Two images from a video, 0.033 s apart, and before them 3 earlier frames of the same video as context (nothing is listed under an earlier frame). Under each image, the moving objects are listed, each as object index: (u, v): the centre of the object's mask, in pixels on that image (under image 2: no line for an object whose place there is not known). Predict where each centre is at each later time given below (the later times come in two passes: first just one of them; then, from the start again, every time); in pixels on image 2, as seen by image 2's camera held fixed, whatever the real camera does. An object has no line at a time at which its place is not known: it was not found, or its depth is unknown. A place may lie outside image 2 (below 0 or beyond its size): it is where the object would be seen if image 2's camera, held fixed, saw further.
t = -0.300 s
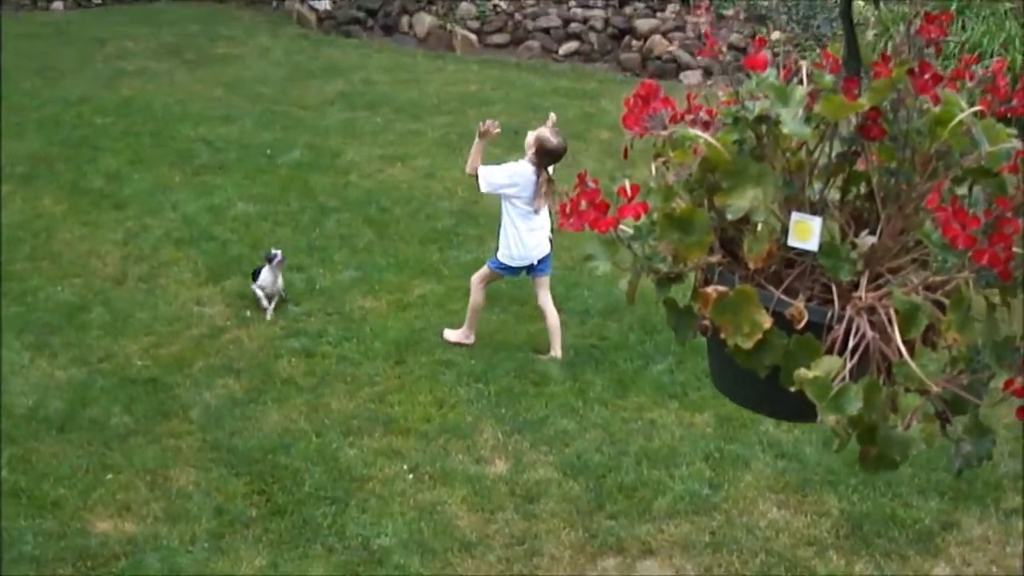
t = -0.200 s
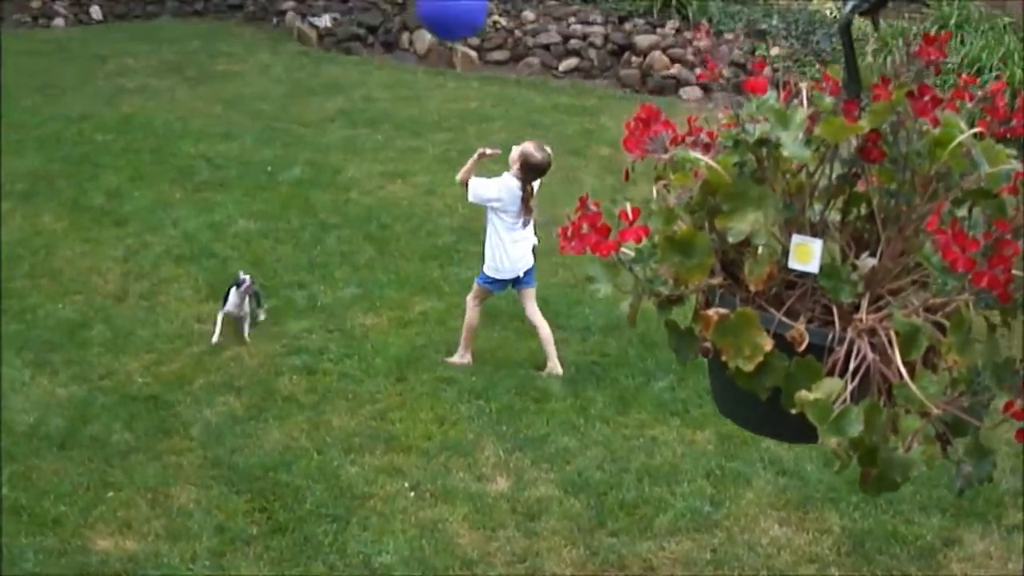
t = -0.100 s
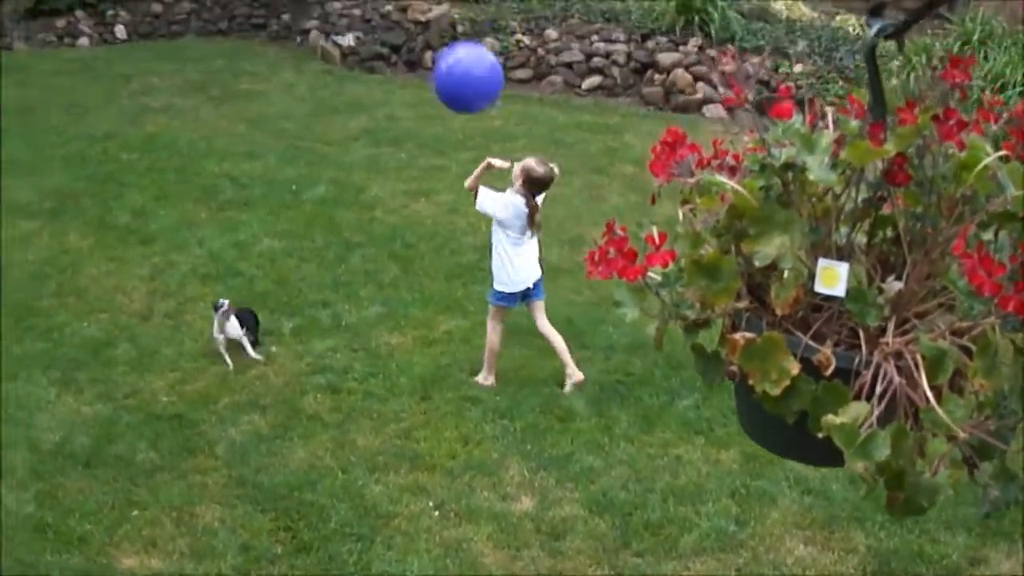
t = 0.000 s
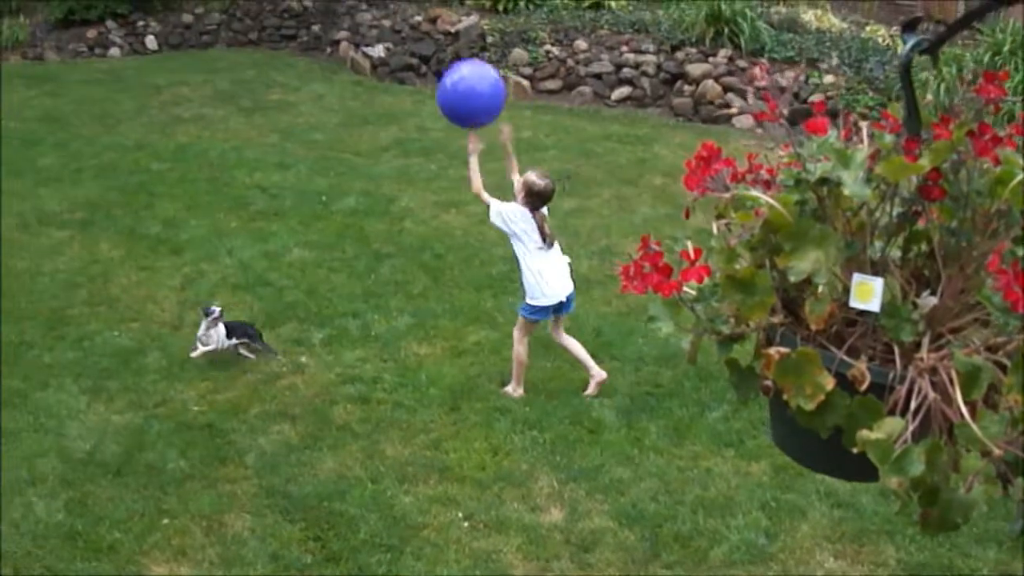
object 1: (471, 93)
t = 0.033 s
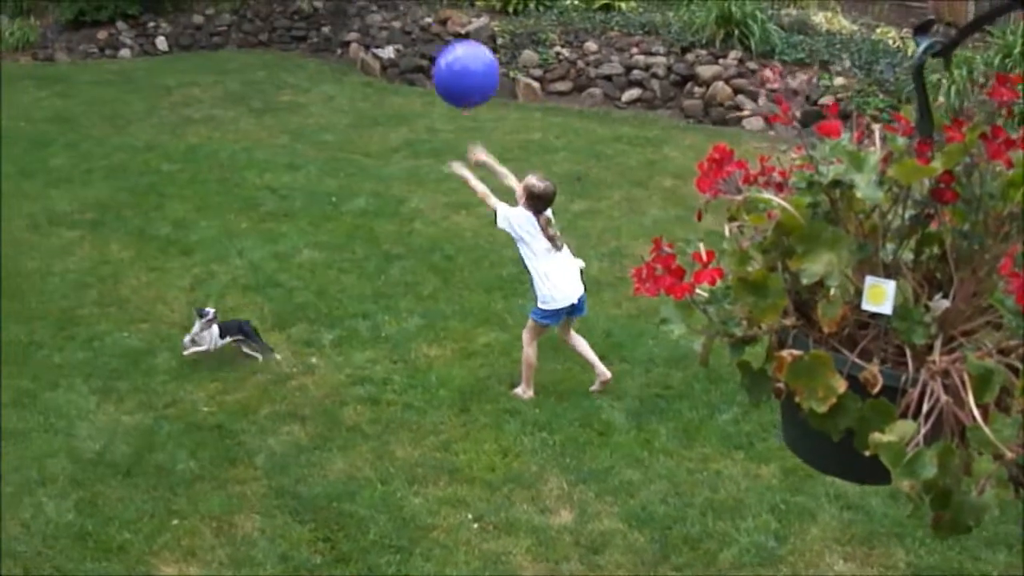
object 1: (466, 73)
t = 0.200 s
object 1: (404, 15)
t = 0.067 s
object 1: (451, 55)
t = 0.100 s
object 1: (439, 39)
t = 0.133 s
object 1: (426, 27)
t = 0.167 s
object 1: (416, 20)
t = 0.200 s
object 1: (404, 15)
